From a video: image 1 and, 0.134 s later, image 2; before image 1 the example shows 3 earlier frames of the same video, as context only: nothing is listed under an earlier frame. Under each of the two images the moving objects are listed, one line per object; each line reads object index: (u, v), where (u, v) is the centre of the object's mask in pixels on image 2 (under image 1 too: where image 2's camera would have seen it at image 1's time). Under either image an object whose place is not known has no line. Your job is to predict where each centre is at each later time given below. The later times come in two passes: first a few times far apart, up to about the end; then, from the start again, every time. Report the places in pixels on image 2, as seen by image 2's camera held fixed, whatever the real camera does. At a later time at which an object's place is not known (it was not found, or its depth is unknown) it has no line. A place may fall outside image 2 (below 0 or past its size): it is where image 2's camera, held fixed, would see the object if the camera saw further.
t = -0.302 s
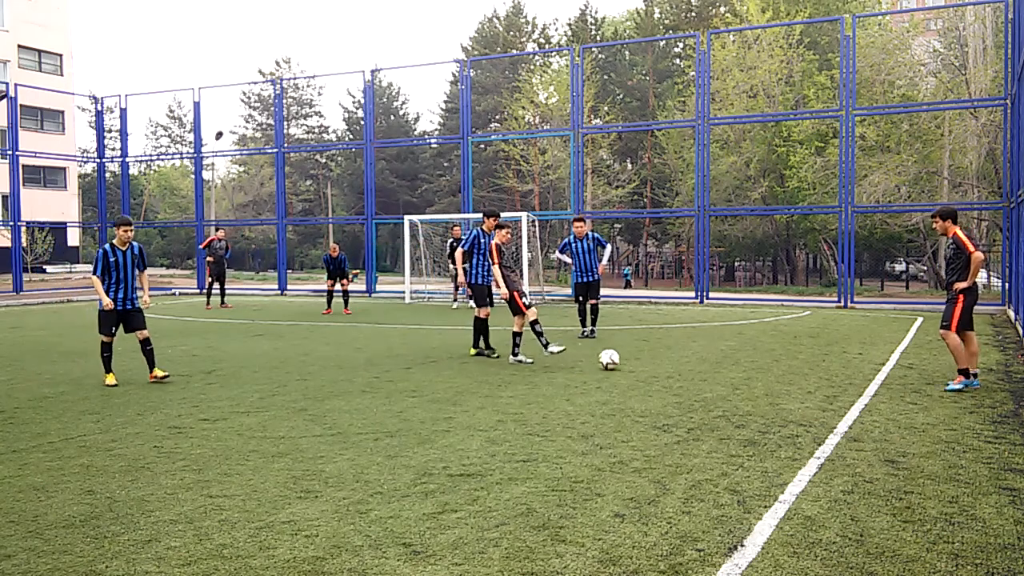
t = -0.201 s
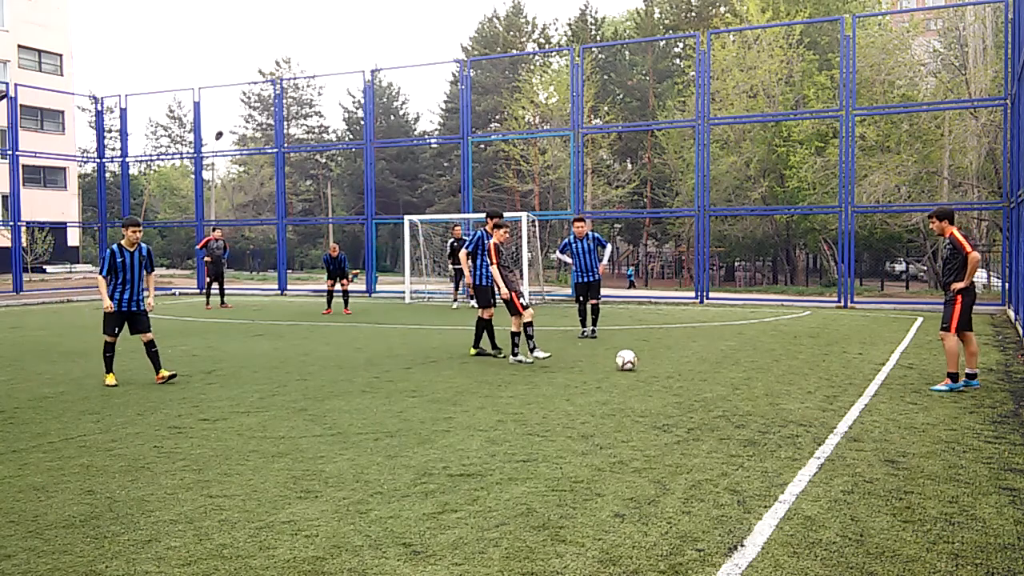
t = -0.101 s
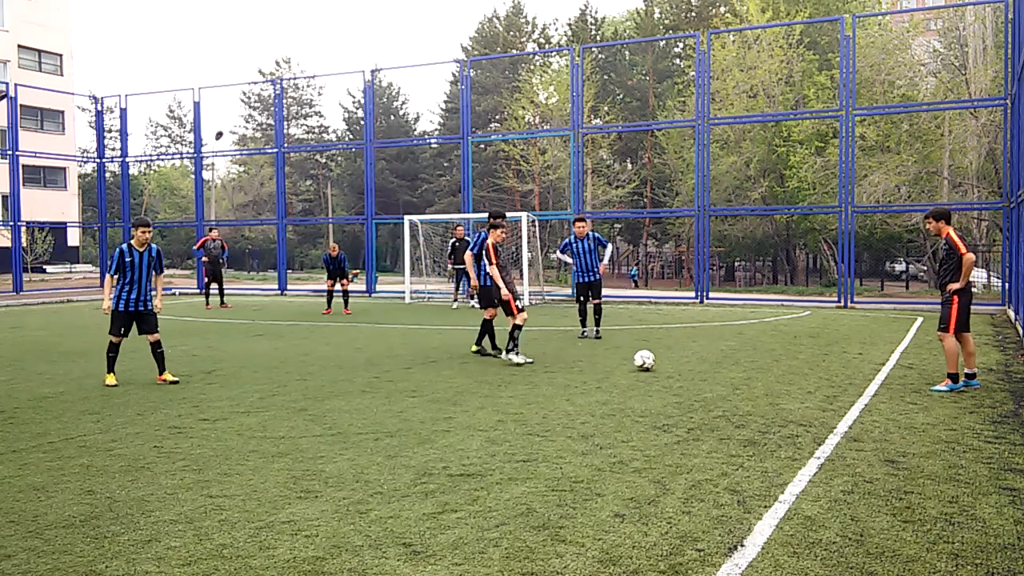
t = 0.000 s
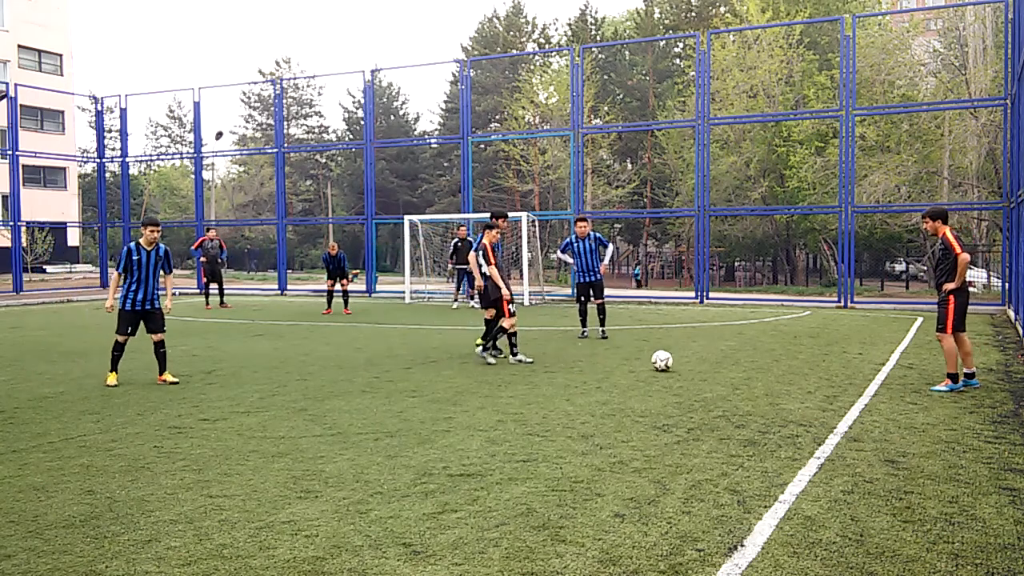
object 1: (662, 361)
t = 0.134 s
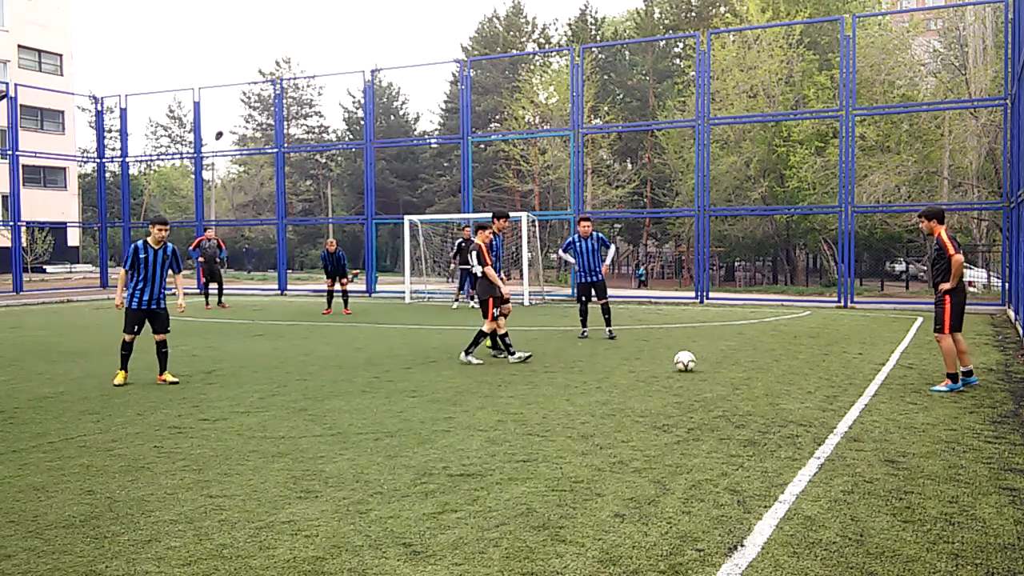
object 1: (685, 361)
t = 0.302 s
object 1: (713, 361)
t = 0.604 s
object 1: (763, 362)
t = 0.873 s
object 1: (806, 363)
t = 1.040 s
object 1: (832, 364)
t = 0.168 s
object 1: (690, 361)
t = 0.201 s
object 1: (696, 361)
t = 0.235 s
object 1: (702, 361)
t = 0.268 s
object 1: (708, 361)
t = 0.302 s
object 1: (713, 361)
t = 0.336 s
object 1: (719, 361)
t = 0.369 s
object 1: (725, 361)
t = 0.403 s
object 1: (730, 362)
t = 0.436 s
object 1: (736, 361)
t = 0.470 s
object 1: (741, 362)
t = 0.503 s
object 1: (746, 362)
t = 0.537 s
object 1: (752, 363)
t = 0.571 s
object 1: (757, 362)
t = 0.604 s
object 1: (763, 362)
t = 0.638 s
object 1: (769, 362)
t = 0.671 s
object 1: (774, 363)
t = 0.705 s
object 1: (779, 363)
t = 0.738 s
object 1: (785, 363)
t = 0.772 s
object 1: (791, 362)
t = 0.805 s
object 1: (796, 363)
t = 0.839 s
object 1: (801, 363)
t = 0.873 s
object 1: (806, 363)
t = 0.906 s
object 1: (812, 363)
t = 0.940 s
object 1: (816, 364)
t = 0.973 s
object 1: (822, 364)
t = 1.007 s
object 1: (827, 364)
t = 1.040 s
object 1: (832, 364)
